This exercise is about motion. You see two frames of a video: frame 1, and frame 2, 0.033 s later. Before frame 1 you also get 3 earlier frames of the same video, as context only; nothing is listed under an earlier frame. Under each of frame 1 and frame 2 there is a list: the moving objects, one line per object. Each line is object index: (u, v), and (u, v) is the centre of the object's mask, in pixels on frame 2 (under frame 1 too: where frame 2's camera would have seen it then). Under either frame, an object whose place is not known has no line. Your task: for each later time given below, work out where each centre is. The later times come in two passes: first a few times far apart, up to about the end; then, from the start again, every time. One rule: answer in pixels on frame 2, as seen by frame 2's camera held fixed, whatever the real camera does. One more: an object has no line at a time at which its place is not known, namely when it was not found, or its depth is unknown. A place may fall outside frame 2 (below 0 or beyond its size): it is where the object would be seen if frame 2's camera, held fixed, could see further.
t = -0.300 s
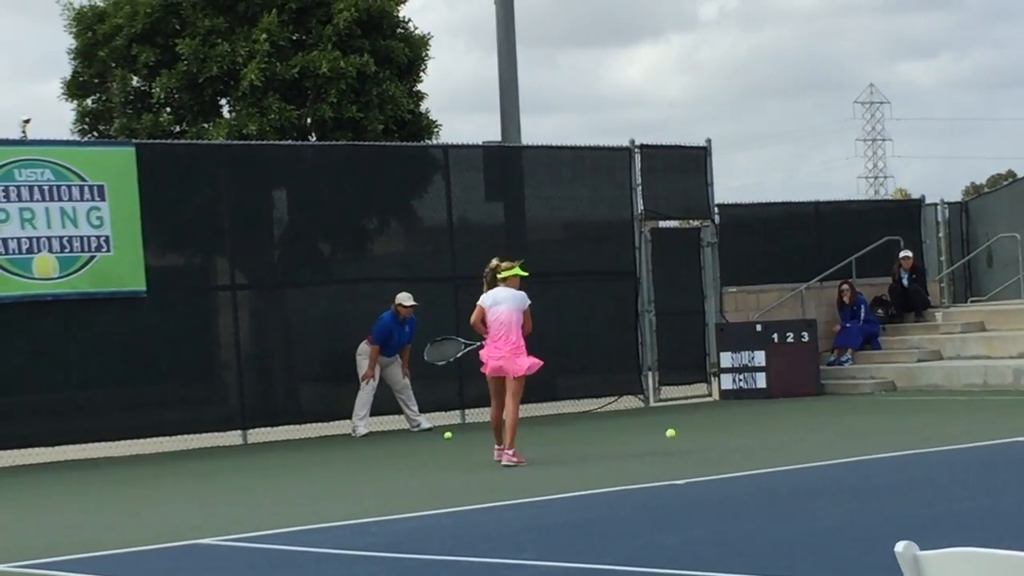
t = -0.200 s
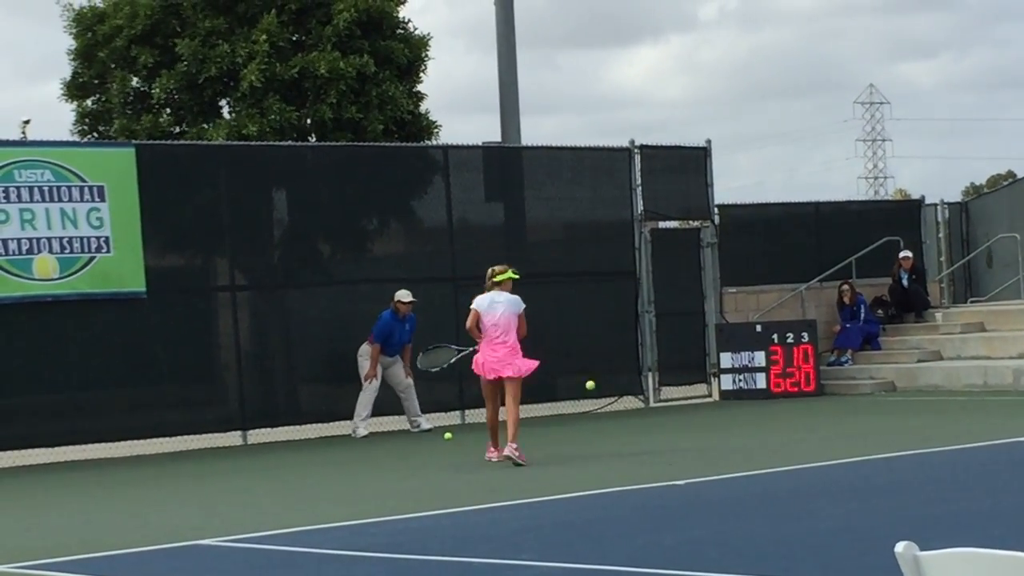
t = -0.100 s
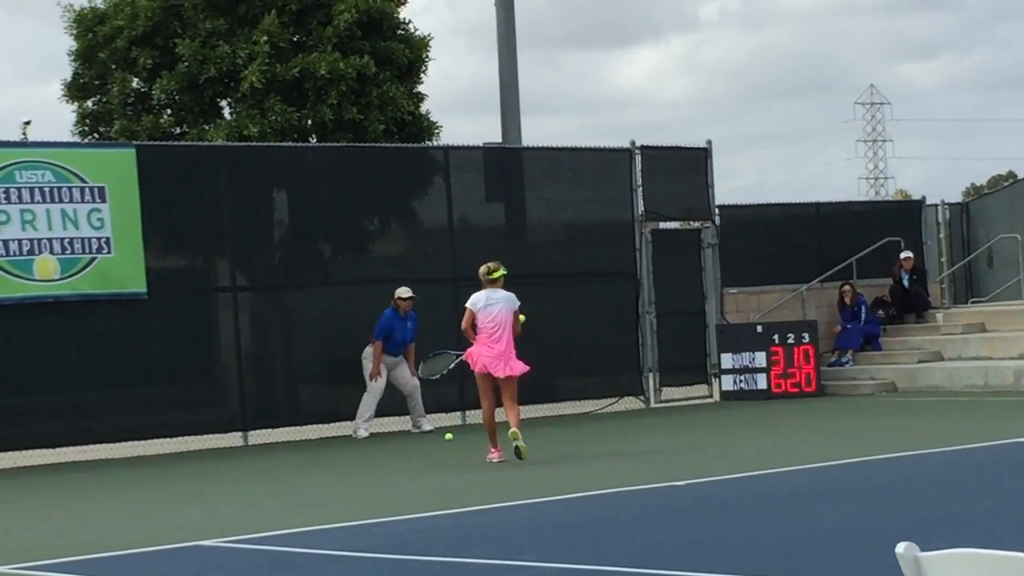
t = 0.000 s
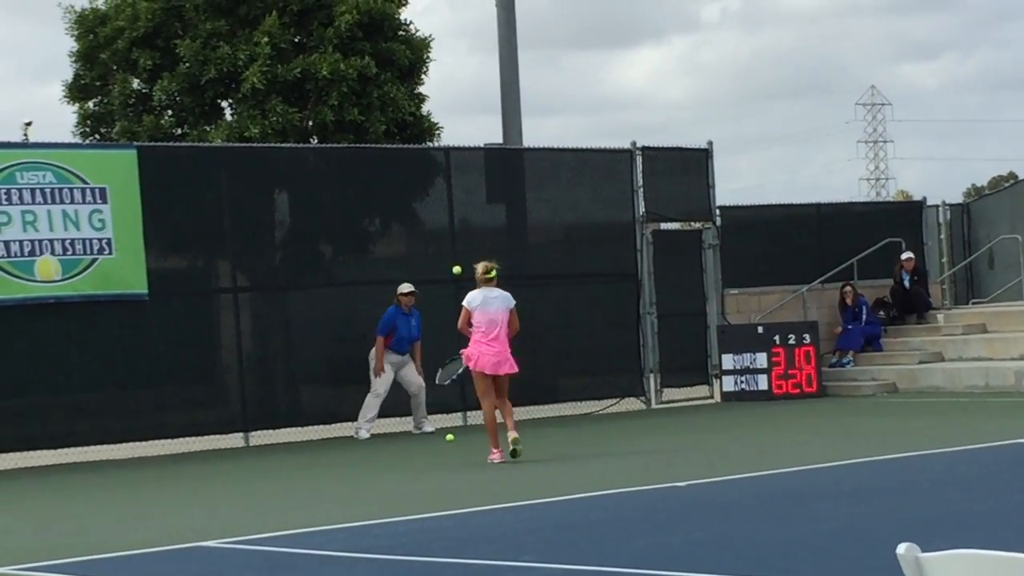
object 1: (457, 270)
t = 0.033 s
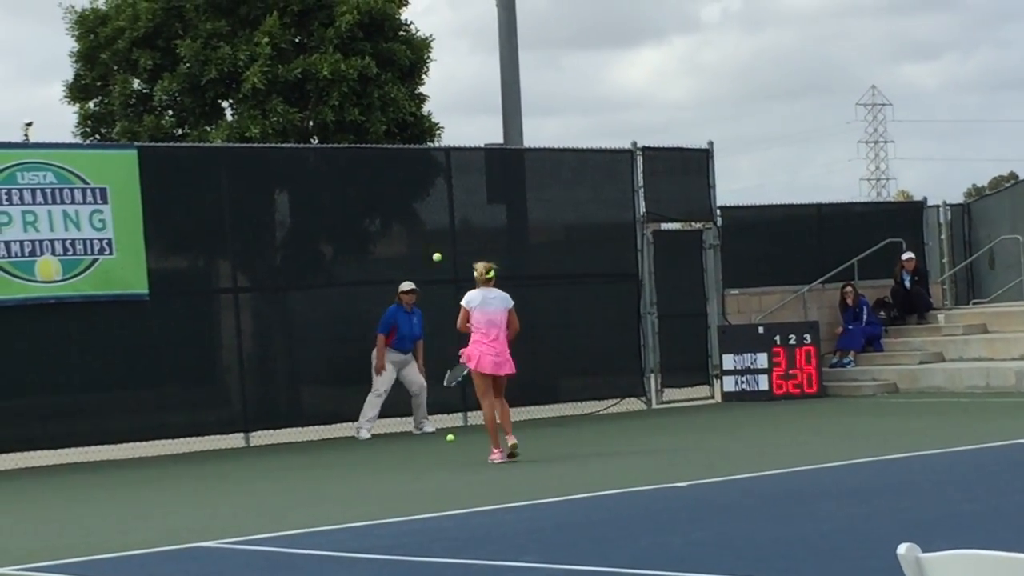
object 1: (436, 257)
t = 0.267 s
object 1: (308, 207)
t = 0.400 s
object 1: (243, 208)
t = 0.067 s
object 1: (416, 246)
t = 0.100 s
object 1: (397, 235)
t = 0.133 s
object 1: (378, 226)
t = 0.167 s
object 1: (360, 220)
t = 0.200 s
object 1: (342, 215)
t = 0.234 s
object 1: (325, 210)
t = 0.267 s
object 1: (308, 207)
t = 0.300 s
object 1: (291, 206)
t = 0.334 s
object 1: (275, 205)
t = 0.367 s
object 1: (259, 206)
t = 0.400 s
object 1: (243, 208)
